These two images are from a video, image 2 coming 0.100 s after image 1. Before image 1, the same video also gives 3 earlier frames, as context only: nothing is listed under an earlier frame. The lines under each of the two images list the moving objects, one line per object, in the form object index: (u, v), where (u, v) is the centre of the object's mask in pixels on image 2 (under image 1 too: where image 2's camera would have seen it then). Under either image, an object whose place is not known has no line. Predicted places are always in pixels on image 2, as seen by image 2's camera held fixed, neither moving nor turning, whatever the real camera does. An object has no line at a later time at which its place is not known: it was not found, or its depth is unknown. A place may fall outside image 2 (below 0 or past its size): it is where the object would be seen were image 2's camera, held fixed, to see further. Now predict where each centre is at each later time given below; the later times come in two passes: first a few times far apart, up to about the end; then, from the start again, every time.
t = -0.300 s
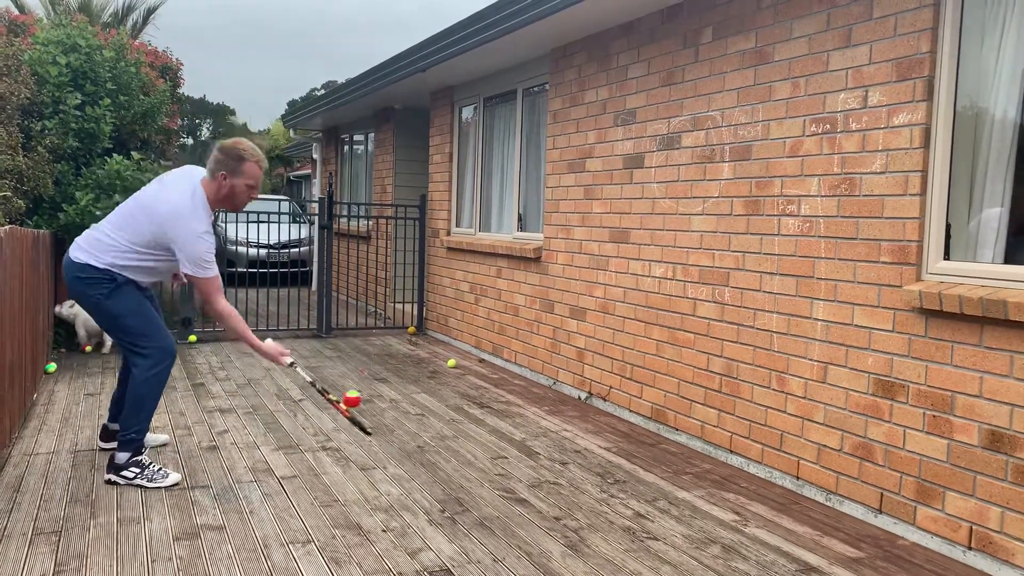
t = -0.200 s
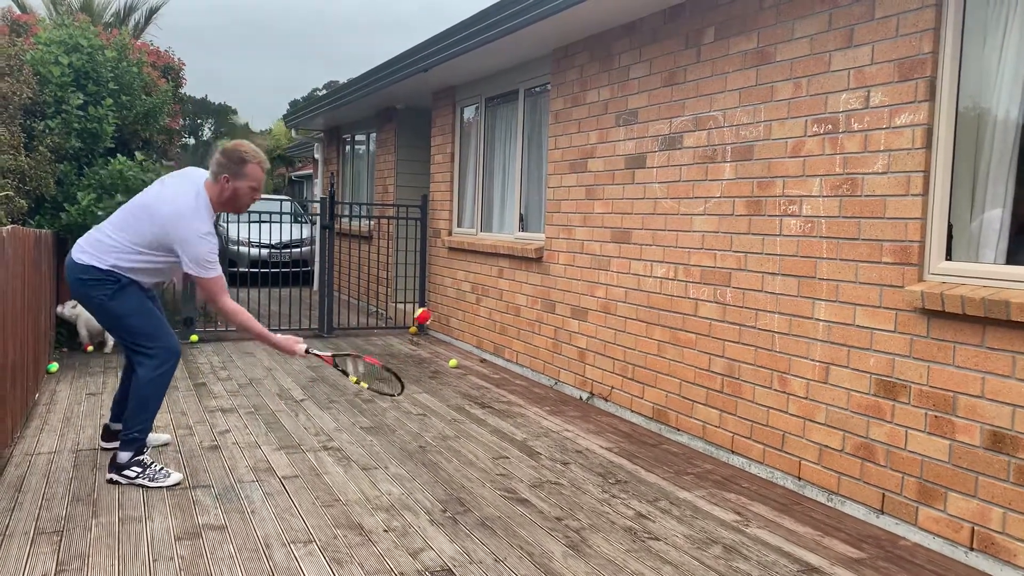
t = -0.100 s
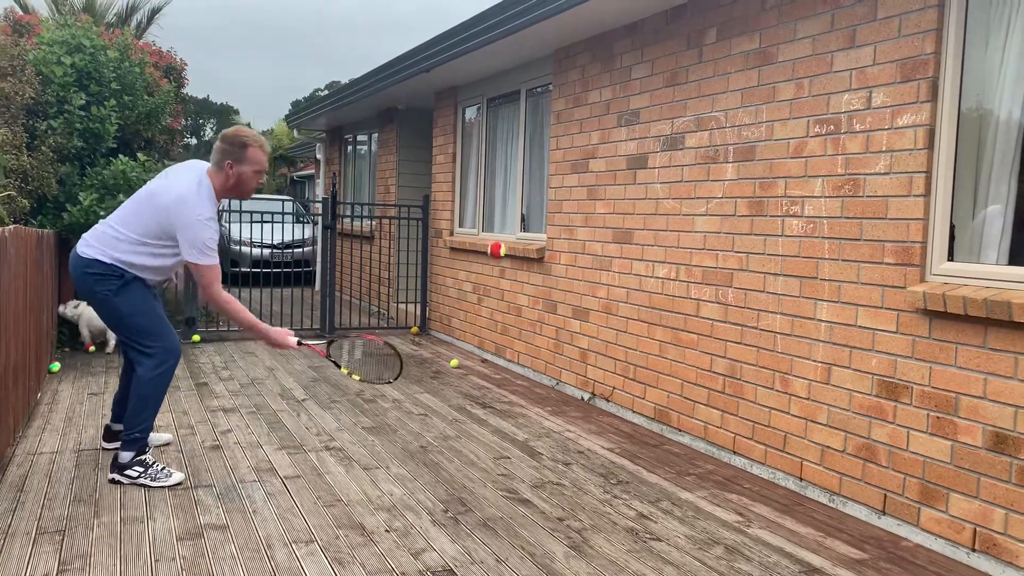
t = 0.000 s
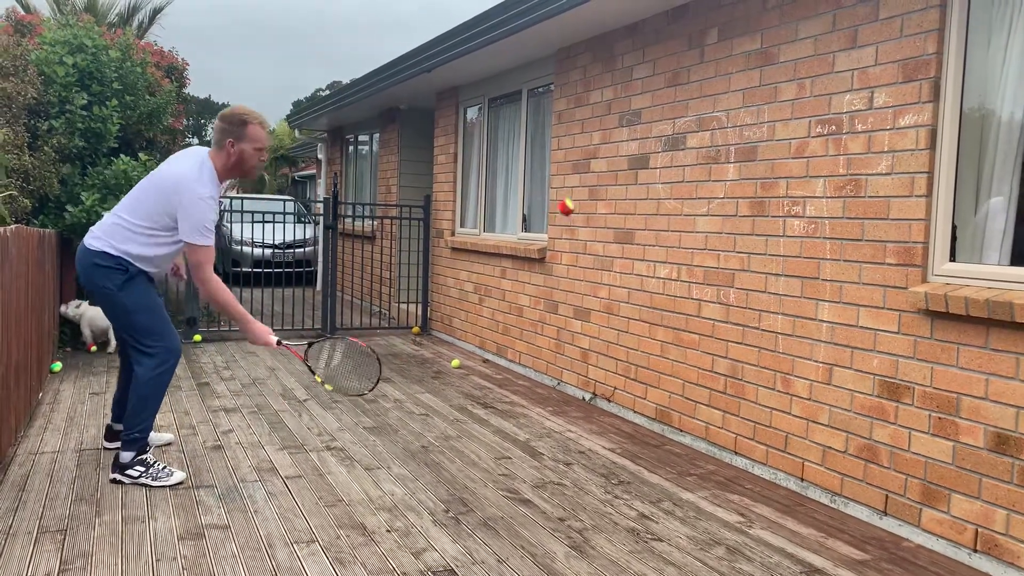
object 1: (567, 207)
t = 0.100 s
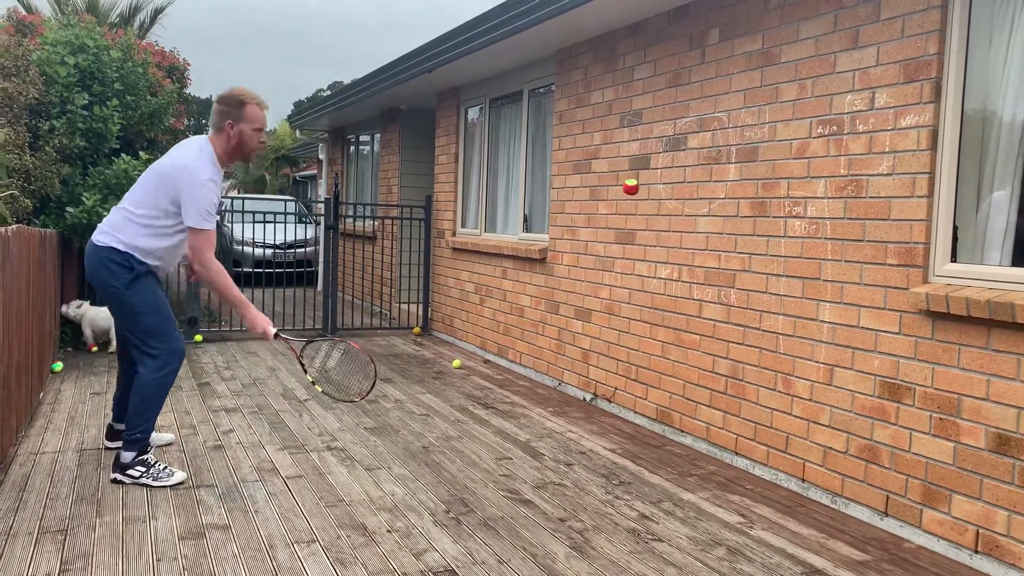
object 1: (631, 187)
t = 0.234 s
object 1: (710, 194)
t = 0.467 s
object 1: (685, 263)
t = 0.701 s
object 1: (587, 442)
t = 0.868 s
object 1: (527, 404)
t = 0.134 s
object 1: (651, 185)
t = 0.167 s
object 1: (671, 186)
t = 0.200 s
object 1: (691, 188)
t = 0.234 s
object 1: (710, 194)
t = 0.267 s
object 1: (729, 201)
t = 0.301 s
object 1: (747, 210)
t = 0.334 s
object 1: (736, 216)
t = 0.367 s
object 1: (724, 224)
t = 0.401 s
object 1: (711, 235)
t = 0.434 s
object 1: (698, 248)
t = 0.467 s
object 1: (685, 263)
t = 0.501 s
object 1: (670, 280)
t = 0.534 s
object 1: (657, 301)
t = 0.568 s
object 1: (644, 324)
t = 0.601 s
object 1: (630, 350)
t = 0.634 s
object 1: (615, 378)
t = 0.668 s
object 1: (601, 408)
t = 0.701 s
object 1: (587, 442)
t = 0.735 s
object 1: (573, 478)
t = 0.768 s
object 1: (561, 457)
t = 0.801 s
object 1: (550, 437)
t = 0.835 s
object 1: (539, 419)
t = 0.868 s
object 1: (527, 404)
